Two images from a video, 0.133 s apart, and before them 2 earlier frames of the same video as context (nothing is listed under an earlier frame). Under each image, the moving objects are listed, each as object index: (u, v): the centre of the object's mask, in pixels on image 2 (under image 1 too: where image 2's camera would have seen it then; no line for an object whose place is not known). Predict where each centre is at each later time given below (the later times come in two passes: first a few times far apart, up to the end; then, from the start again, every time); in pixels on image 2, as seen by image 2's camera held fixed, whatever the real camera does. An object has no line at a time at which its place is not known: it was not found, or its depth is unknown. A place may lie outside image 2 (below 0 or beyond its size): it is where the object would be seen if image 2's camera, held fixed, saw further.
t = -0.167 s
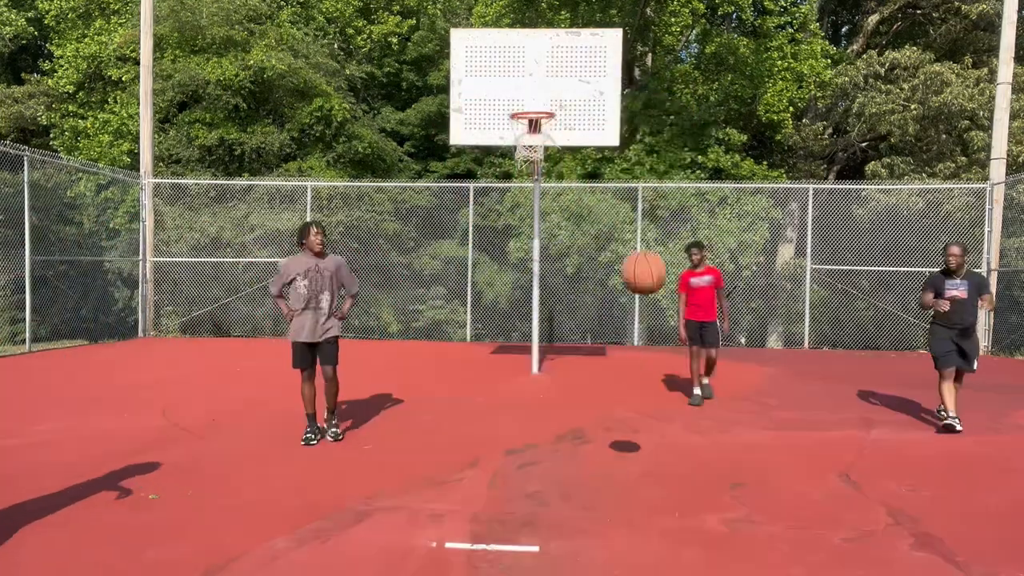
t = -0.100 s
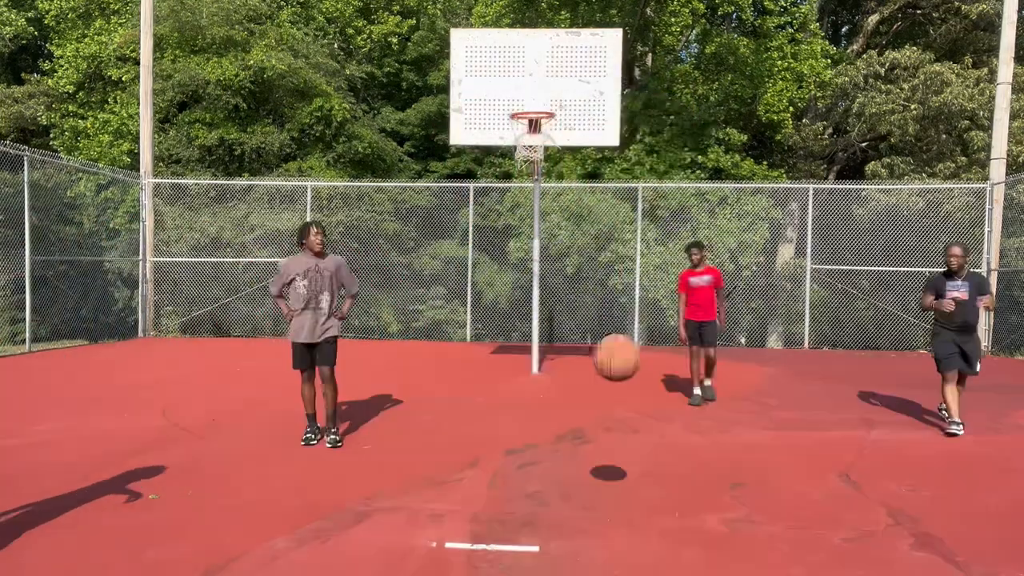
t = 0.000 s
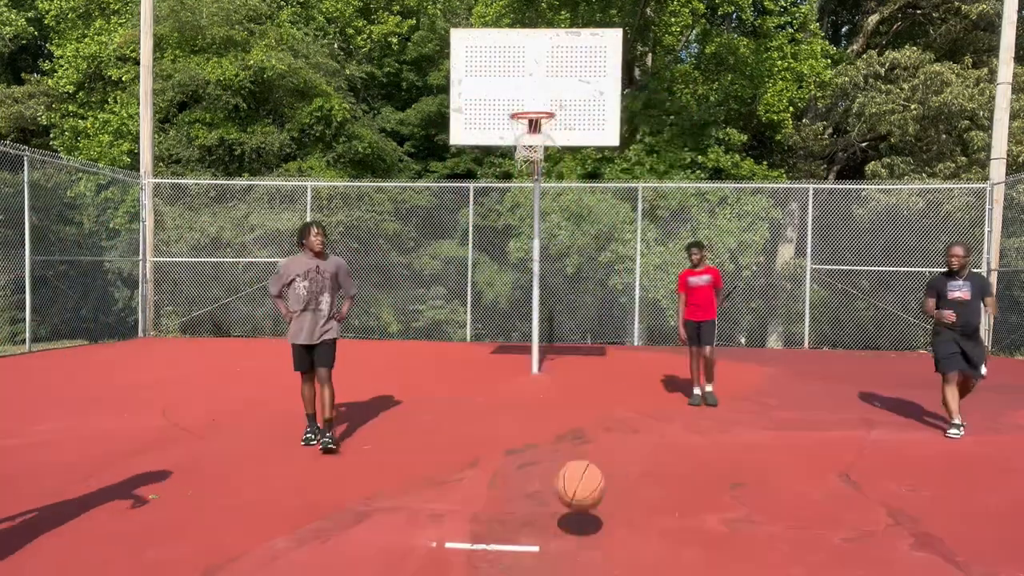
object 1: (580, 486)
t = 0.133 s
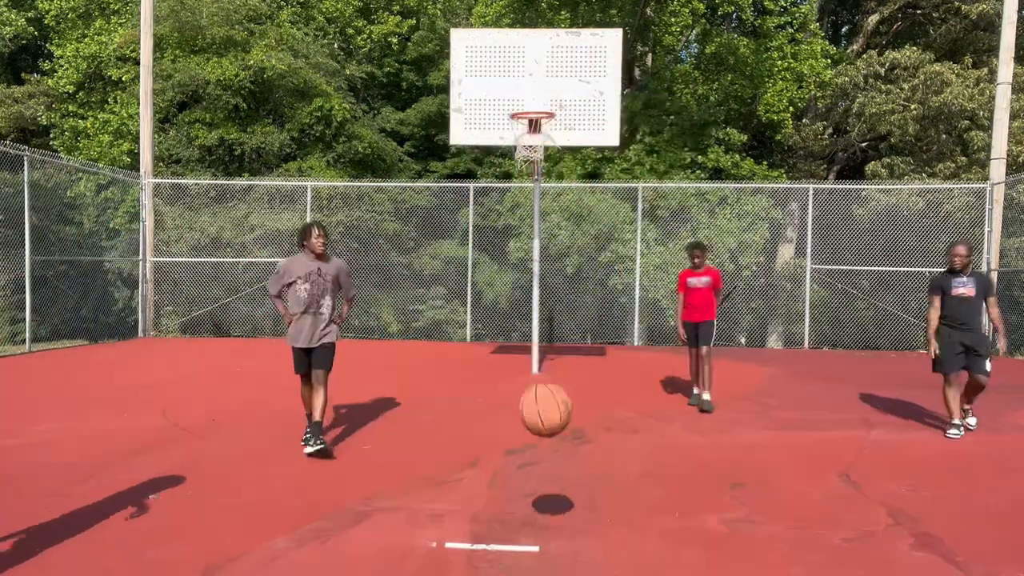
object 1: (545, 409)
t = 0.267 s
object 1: (516, 261)
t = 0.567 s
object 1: (443, 49)
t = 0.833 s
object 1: (364, 31)
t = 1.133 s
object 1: (260, 257)
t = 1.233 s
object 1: (222, 397)
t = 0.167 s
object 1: (538, 370)
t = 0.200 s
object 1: (531, 332)
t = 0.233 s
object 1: (524, 296)
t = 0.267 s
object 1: (516, 261)
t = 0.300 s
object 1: (509, 229)
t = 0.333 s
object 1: (501, 199)
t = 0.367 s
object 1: (493, 171)
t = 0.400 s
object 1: (486, 145)
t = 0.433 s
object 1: (477, 122)
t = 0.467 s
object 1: (469, 100)
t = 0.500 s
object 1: (460, 81)
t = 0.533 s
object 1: (452, 63)
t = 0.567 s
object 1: (443, 49)
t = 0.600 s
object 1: (434, 38)
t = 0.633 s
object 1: (426, 30)
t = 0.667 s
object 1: (416, 25)
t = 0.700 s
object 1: (407, 23)
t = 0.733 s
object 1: (397, 23)
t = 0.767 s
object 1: (386, 23)
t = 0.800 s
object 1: (376, 26)
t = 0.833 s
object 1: (364, 31)
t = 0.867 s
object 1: (353, 41)
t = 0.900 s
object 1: (342, 56)
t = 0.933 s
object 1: (331, 75)
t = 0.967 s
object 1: (319, 96)
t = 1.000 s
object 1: (308, 122)
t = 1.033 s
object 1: (296, 150)
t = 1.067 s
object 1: (285, 182)
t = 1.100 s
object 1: (272, 218)
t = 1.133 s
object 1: (260, 257)
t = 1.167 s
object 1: (248, 300)
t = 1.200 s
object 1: (236, 347)
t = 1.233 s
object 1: (222, 397)
